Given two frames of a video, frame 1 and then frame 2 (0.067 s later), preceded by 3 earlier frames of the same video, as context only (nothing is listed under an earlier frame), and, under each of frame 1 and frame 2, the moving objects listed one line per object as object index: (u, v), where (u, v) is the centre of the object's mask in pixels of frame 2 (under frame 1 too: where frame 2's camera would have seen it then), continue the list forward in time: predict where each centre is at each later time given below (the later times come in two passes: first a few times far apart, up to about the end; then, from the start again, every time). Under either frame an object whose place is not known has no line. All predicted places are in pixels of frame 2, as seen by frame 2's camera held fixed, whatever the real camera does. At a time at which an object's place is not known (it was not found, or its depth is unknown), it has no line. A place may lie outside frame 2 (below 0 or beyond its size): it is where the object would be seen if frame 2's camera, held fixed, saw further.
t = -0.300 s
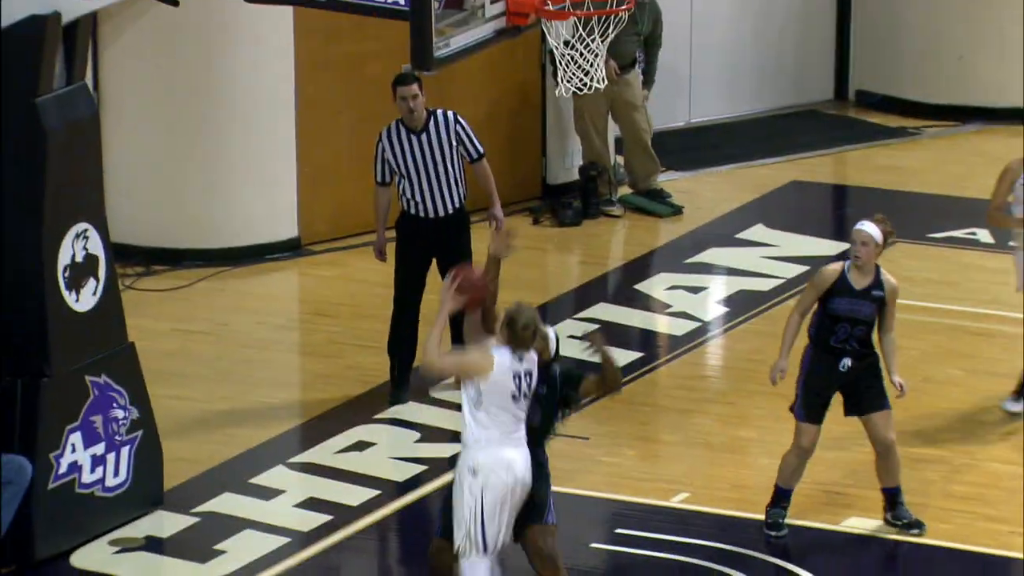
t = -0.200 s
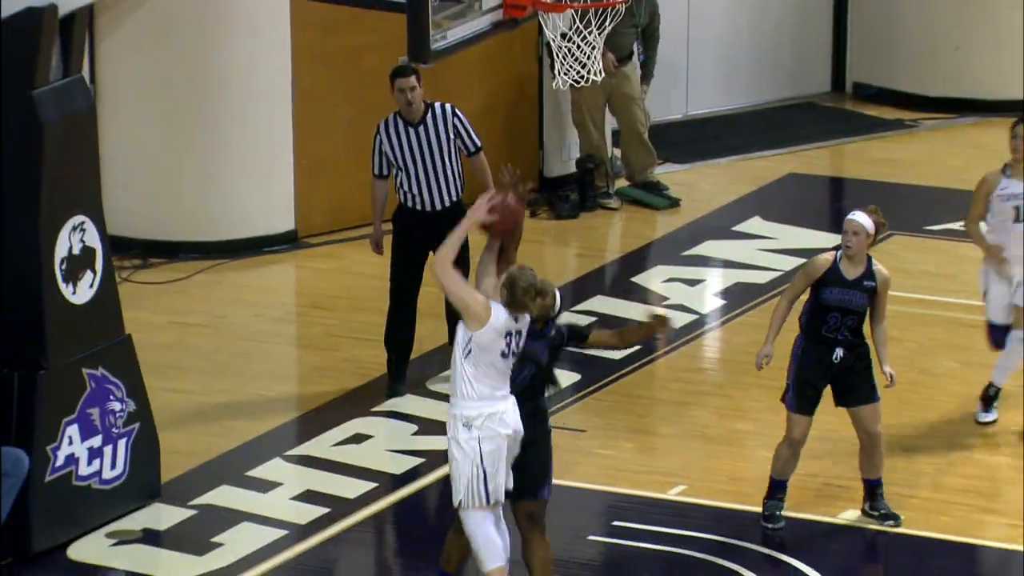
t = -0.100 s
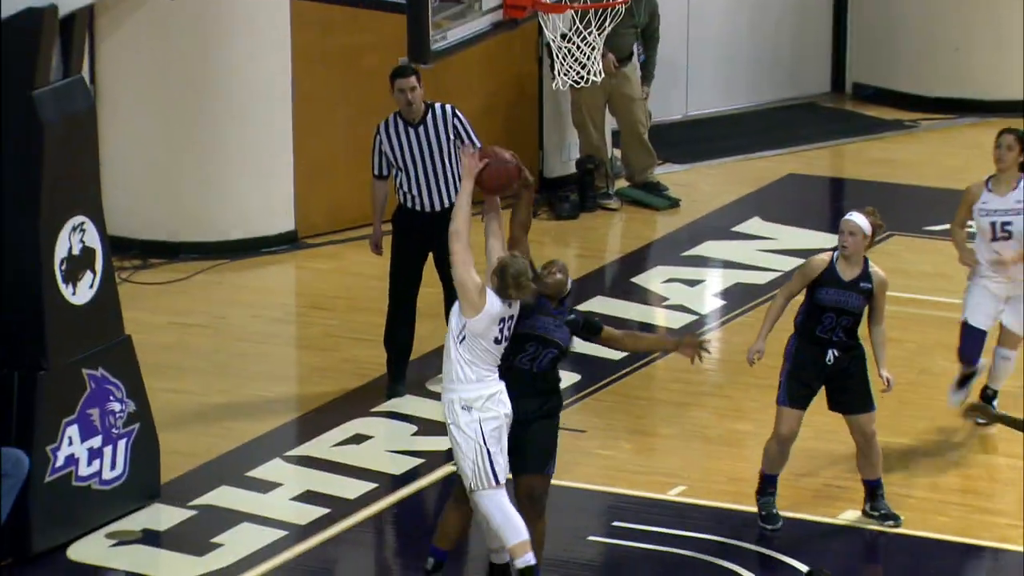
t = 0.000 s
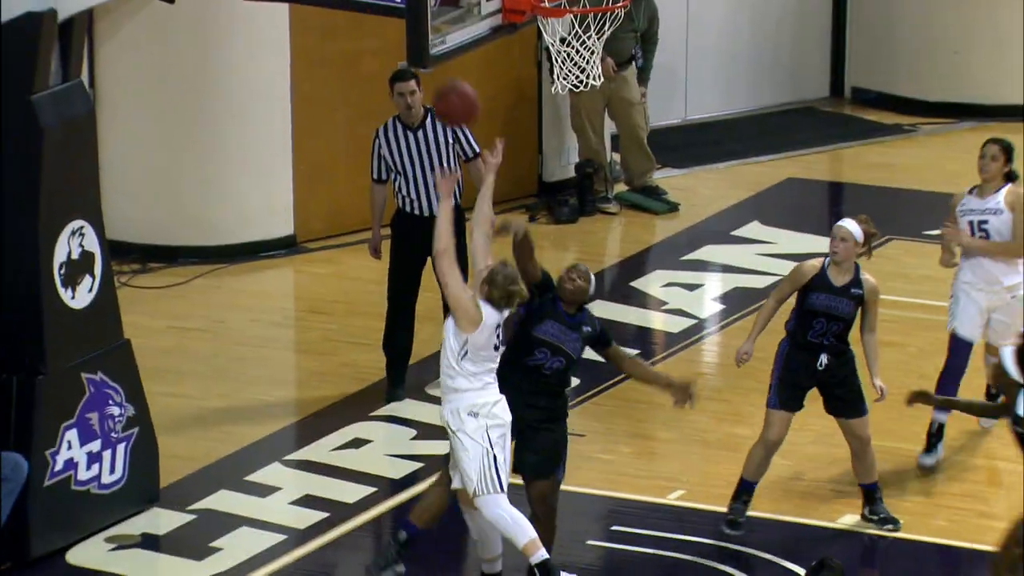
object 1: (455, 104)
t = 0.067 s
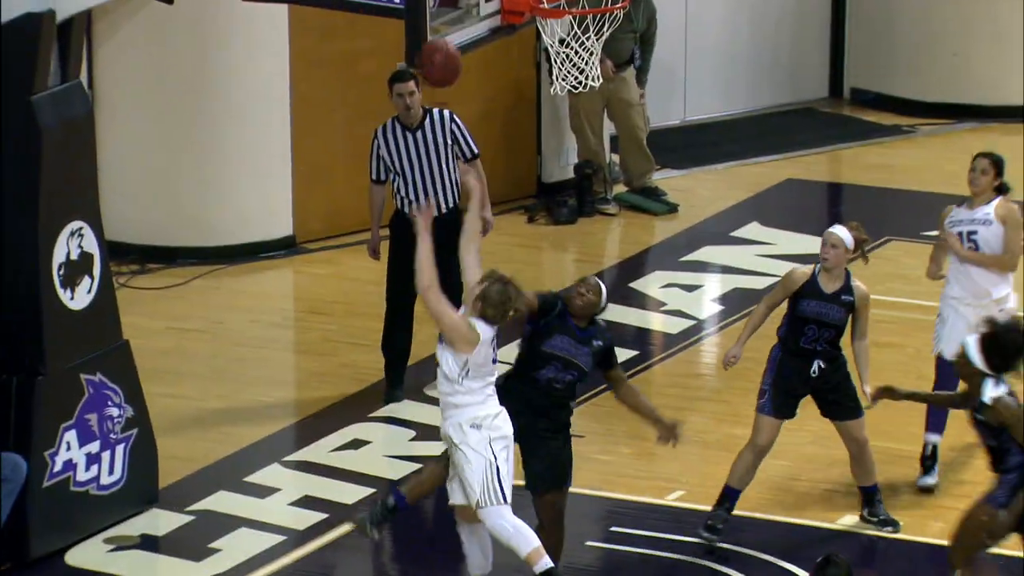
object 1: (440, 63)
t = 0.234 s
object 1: (471, 48)
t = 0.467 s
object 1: (518, 121)
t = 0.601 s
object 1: (546, 210)
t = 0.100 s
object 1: (445, 56)
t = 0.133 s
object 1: (451, 50)
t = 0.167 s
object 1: (458, 48)
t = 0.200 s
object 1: (465, 47)
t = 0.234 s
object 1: (471, 48)
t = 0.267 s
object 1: (478, 52)
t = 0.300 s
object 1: (484, 58)
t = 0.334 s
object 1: (491, 66)
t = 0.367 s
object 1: (497, 76)
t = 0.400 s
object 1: (504, 89)
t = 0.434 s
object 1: (511, 104)
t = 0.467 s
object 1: (518, 121)
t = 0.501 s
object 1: (525, 141)
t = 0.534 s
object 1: (532, 161)
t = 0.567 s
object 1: (540, 187)
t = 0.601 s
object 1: (546, 210)
